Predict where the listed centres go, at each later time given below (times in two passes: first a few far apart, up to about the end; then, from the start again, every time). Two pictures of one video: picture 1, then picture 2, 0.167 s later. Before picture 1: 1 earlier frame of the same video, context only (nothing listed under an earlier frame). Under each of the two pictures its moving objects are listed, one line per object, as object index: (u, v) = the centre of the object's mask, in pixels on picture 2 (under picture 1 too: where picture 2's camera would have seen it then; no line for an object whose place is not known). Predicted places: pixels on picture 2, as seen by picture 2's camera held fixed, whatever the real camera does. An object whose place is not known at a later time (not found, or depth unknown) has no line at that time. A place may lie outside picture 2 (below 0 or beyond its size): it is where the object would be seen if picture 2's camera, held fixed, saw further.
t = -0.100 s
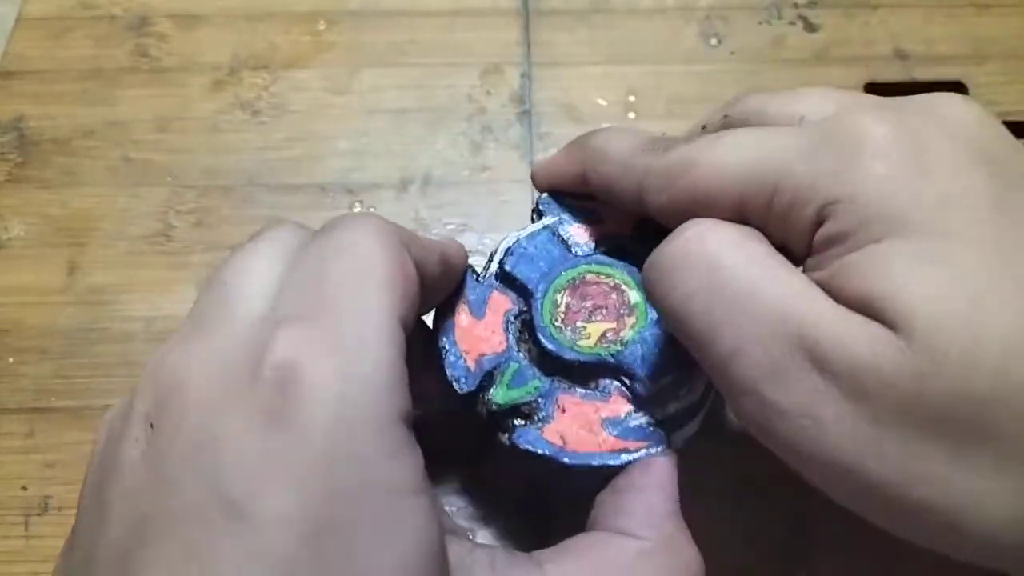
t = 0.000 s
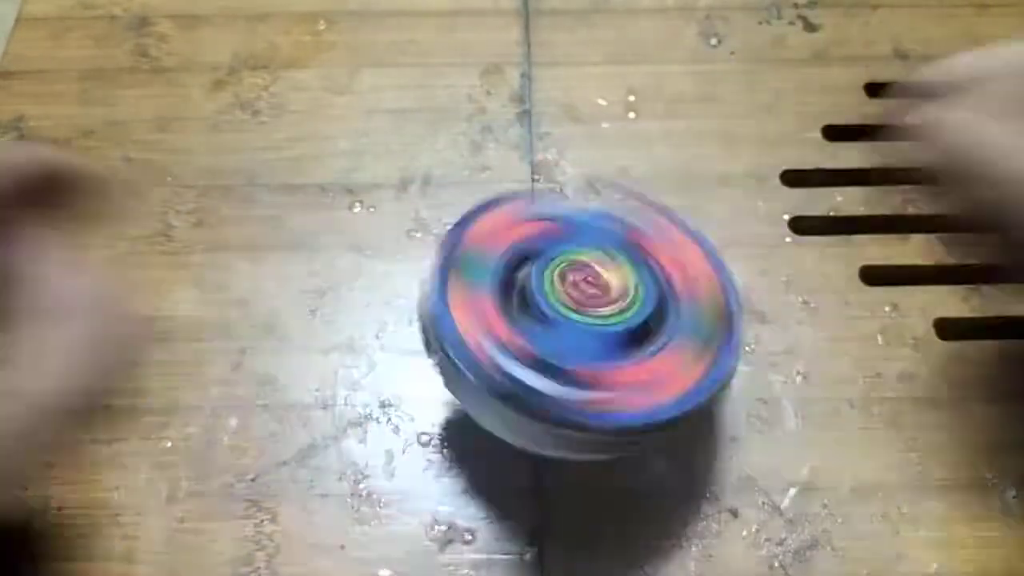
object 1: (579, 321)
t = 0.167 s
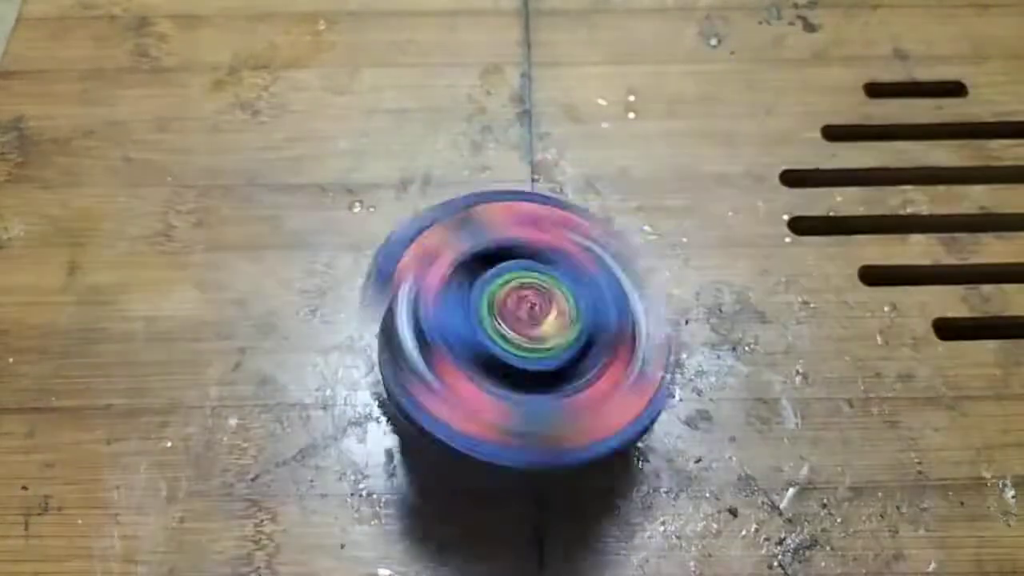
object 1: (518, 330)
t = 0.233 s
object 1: (501, 307)
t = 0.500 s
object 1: (516, 176)
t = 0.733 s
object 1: (588, 108)
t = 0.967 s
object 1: (686, 92)
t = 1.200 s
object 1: (759, 103)
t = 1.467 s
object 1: (783, 124)
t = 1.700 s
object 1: (767, 129)
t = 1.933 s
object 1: (737, 100)
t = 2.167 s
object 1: (741, 71)
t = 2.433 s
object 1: (785, 45)
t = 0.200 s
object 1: (506, 320)
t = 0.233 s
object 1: (501, 307)
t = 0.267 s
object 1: (497, 291)
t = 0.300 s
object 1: (493, 270)
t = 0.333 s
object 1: (493, 253)
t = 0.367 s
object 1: (491, 235)
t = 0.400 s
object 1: (498, 219)
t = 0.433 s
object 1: (501, 207)
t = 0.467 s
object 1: (507, 191)
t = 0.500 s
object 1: (516, 176)
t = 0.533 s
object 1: (520, 162)
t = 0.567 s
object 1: (531, 148)
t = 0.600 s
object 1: (541, 139)
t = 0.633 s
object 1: (552, 129)
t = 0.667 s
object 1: (567, 120)
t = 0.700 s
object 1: (579, 111)
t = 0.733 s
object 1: (588, 108)
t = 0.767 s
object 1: (602, 104)
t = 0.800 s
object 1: (615, 99)
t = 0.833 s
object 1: (628, 98)
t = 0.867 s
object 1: (643, 96)
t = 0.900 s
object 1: (652, 90)
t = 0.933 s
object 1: (670, 88)
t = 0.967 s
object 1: (686, 92)
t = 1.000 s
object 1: (696, 91)
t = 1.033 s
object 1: (712, 95)
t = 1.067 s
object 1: (720, 92)
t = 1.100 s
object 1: (729, 95)
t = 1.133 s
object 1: (743, 91)
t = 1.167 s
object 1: (747, 96)
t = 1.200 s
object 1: (759, 103)
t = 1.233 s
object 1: (765, 102)
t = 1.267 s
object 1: (767, 106)
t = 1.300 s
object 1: (773, 109)
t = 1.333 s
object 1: (777, 113)
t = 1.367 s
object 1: (780, 115)
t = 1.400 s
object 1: (781, 116)
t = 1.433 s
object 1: (781, 122)
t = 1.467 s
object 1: (783, 124)
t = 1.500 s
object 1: (787, 128)
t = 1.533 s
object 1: (786, 129)
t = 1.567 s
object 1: (781, 127)
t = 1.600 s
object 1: (777, 132)
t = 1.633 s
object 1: (776, 130)
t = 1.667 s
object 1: (775, 131)
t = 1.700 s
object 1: (767, 129)
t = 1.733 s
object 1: (763, 125)
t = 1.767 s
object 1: (758, 125)
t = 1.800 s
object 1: (755, 122)
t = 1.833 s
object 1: (752, 116)
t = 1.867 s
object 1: (741, 111)
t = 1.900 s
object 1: (740, 108)
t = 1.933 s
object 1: (737, 100)
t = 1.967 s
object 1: (739, 99)
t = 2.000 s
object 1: (738, 94)
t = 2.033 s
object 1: (732, 89)
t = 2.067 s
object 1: (736, 85)
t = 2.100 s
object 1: (736, 78)
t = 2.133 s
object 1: (737, 75)
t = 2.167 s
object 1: (741, 71)
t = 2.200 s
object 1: (742, 64)
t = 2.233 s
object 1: (748, 63)
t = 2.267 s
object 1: (750, 59)
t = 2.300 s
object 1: (762, 56)
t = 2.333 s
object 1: (764, 52)
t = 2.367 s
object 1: (771, 50)
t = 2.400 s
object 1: (770, 48)
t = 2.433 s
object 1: (785, 45)
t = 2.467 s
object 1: (788, 41)
